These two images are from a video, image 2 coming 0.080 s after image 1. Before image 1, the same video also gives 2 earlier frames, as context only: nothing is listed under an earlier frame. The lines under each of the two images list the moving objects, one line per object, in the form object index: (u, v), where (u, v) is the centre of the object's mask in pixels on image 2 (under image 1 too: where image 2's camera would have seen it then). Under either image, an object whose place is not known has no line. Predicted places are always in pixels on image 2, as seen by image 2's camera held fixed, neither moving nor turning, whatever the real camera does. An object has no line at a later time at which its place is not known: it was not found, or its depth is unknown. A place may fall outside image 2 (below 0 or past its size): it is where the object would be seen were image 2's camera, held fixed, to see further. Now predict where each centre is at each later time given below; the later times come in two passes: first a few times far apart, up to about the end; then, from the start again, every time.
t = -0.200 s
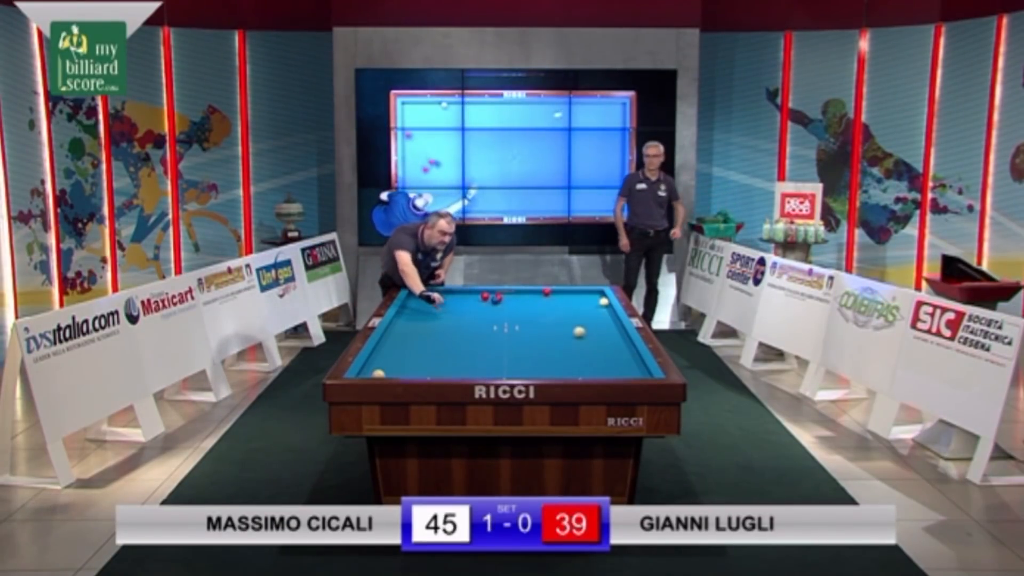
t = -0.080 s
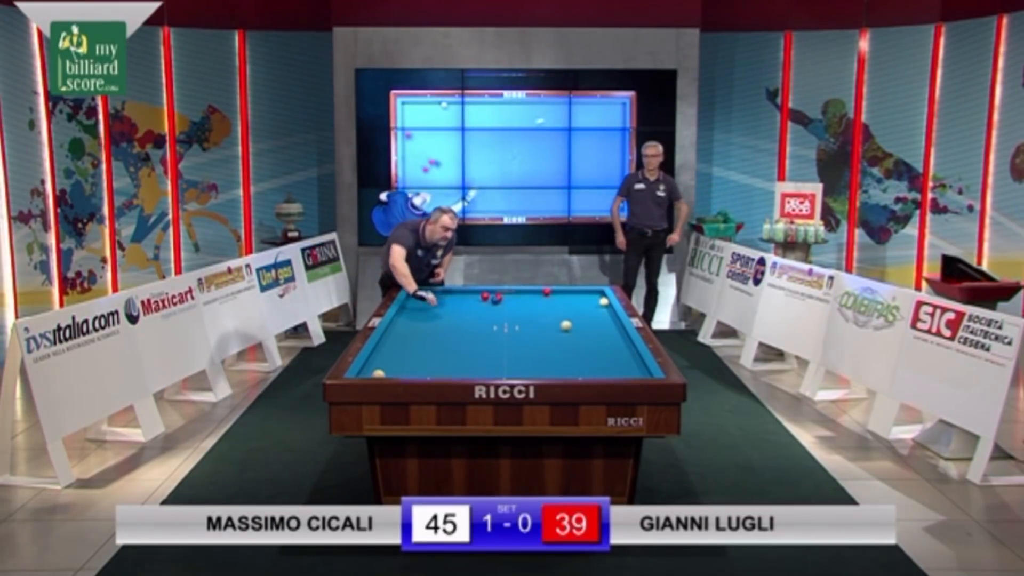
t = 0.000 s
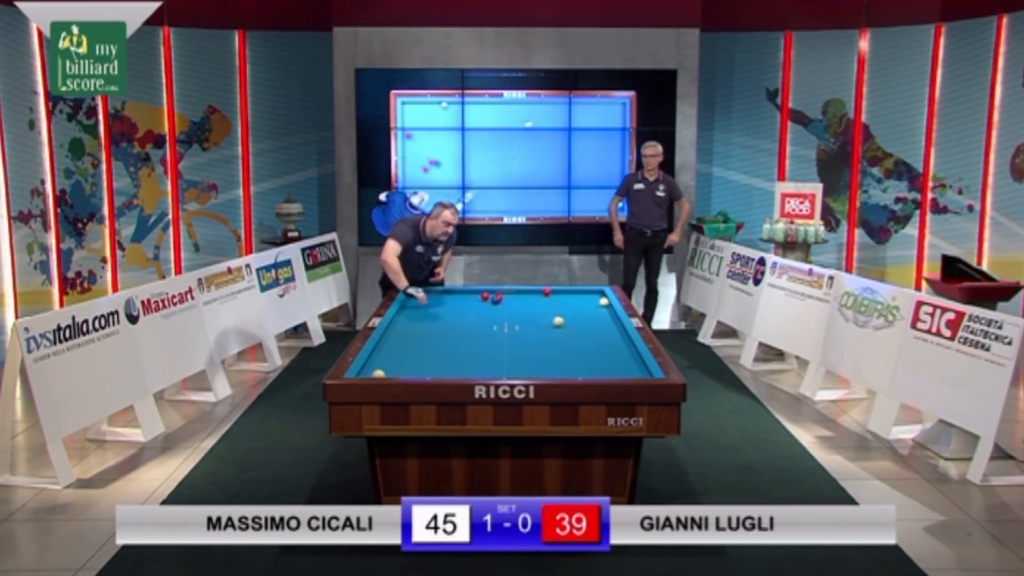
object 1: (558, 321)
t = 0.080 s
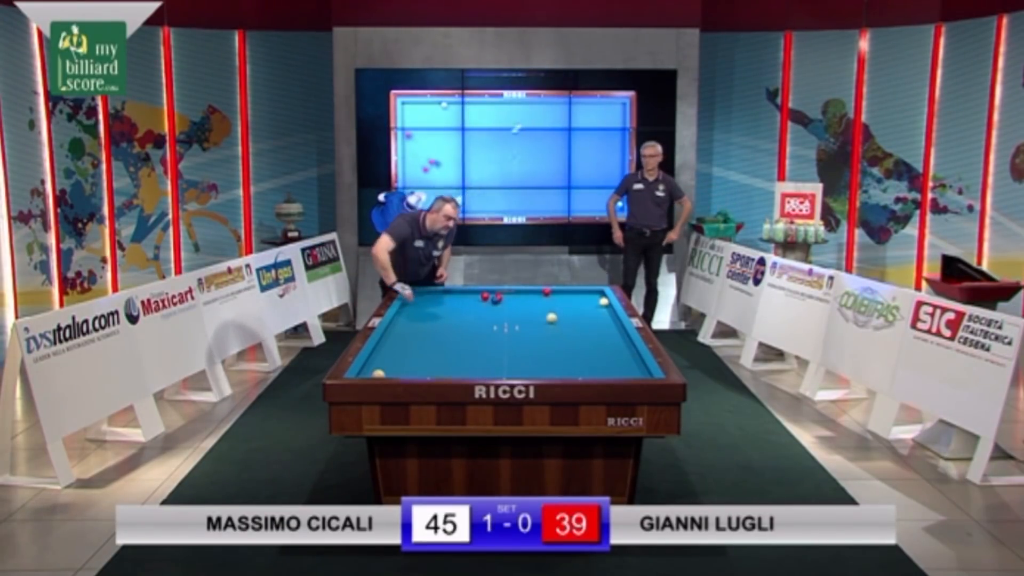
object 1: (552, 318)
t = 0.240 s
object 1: (539, 311)
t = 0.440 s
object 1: (524, 303)
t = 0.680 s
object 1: (509, 295)
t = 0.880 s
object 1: (496, 291)
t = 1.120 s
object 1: (475, 295)
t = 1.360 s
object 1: (455, 295)
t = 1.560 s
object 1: (438, 295)
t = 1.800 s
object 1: (418, 295)
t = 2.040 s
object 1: (417, 295)
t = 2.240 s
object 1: (424, 295)
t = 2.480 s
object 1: (432, 296)
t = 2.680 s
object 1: (438, 296)
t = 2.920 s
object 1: (444, 297)
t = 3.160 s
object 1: (451, 297)
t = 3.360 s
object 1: (456, 297)
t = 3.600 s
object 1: (462, 297)
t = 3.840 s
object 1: (468, 298)
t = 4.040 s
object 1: (473, 298)
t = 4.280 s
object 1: (478, 298)
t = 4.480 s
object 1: (482, 298)
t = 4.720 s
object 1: (487, 299)
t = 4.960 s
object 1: (489, 299)
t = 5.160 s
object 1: (491, 299)
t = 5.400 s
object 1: (492, 299)
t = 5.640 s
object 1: (492, 299)
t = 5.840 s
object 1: (492, 299)
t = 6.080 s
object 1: (492, 299)
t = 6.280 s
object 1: (492, 299)
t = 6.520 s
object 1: (492, 299)
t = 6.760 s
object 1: (492, 299)
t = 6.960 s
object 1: (492, 299)
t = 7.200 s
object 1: (492, 299)
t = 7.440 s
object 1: (492, 299)
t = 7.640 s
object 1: (492, 299)
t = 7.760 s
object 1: (492, 299)
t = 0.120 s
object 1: (548, 316)
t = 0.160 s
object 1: (545, 314)
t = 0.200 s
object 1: (542, 313)
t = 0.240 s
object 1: (539, 311)
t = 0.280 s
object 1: (536, 310)
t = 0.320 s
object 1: (533, 308)
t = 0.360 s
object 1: (530, 306)
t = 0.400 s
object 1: (527, 305)
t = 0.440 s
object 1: (524, 303)
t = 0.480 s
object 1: (522, 302)
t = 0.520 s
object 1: (519, 301)
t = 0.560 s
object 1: (516, 299)
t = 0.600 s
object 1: (514, 298)
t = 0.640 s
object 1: (511, 297)
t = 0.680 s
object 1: (509, 295)
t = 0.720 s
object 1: (507, 294)
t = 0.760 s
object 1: (504, 292)
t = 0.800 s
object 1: (502, 291)
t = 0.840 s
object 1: (499, 290)
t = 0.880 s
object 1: (496, 291)
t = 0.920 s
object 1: (492, 292)
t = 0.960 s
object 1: (490, 292)
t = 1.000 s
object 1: (487, 292)
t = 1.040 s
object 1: (481, 293)
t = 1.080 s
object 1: (478, 295)
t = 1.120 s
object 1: (475, 295)
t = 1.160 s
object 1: (472, 295)
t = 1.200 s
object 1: (468, 295)
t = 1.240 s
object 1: (465, 295)
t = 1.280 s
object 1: (461, 295)
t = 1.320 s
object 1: (458, 295)
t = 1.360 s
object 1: (455, 295)
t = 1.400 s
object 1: (451, 295)
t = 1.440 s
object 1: (448, 295)
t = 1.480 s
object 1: (445, 295)
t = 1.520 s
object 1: (441, 295)
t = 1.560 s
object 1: (438, 295)
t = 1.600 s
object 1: (434, 295)
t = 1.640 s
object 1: (431, 295)
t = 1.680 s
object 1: (428, 295)
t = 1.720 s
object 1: (424, 295)
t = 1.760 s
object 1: (421, 295)
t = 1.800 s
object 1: (418, 295)
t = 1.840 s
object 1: (415, 295)
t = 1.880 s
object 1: (411, 295)
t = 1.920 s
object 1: (411, 295)
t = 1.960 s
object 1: (413, 295)
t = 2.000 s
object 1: (415, 295)
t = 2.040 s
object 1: (417, 295)
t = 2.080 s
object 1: (419, 295)
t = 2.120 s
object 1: (420, 295)
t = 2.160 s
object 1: (422, 295)
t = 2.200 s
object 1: (423, 295)
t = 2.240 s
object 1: (424, 295)
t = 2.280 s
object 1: (425, 295)
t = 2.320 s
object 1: (427, 295)
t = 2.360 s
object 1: (428, 295)
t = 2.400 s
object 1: (429, 295)
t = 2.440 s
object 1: (430, 296)
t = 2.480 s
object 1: (432, 296)
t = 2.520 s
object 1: (433, 296)
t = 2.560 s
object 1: (434, 296)
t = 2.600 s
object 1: (435, 296)
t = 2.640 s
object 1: (436, 296)
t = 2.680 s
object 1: (438, 296)
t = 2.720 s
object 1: (439, 296)
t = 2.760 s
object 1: (440, 296)
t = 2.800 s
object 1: (441, 296)
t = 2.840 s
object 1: (442, 296)
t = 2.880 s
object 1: (443, 296)
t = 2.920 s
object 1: (444, 297)
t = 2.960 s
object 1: (445, 297)
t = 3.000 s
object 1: (446, 297)
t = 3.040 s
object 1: (448, 297)
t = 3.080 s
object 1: (449, 297)
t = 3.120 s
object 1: (450, 297)
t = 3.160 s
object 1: (451, 297)
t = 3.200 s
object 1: (452, 297)
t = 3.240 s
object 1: (453, 297)
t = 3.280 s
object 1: (454, 297)
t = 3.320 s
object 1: (455, 297)
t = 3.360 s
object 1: (456, 297)
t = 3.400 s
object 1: (457, 297)
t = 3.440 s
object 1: (458, 297)
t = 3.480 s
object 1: (459, 297)
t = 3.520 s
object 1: (460, 297)
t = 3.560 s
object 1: (461, 297)
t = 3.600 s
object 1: (462, 297)
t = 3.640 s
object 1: (463, 298)
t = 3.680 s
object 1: (464, 298)
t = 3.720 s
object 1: (465, 298)
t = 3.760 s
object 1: (466, 298)
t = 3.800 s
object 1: (467, 298)
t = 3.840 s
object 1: (468, 298)
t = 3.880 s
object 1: (469, 298)
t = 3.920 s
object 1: (470, 298)
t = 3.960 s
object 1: (471, 298)
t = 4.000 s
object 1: (472, 298)
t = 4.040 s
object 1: (473, 298)
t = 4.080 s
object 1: (474, 298)
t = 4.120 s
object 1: (475, 298)
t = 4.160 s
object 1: (475, 298)
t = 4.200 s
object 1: (476, 298)
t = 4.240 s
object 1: (477, 298)
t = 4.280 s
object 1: (478, 298)
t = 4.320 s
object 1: (479, 298)
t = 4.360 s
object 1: (480, 298)
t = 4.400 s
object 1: (481, 298)
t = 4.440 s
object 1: (481, 299)
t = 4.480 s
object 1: (482, 298)
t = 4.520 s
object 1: (483, 299)
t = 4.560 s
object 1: (484, 299)
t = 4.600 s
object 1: (485, 299)
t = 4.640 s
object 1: (485, 299)
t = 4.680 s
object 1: (486, 299)
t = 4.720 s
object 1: (487, 299)
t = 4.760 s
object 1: (487, 299)
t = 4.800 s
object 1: (488, 299)
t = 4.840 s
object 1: (488, 299)
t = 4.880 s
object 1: (489, 299)
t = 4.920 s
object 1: (489, 299)
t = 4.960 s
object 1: (489, 299)
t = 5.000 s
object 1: (490, 299)
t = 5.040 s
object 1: (490, 299)
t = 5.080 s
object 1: (490, 299)
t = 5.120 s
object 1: (491, 299)
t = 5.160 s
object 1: (491, 299)
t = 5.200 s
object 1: (491, 299)
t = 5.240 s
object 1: (491, 299)
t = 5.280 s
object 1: (491, 299)
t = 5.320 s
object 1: (491, 299)
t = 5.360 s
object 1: (491, 299)
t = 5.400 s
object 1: (492, 299)
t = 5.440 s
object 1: (492, 299)
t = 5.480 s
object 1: (492, 299)
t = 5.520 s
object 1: (492, 299)
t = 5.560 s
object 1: (492, 299)
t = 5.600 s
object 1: (492, 299)
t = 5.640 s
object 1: (492, 299)
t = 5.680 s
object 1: (492, 299)
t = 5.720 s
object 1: (492, 299)
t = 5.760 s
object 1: (492, 299)
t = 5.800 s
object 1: (492, 299)
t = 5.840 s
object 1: (492, 299)
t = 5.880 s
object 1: (492, 299)
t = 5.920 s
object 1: (492, 299)
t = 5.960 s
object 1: (492, 299)
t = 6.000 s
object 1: (492, 299)
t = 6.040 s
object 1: (492, 299)
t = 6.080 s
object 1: (492, 299)
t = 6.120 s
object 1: (492, 299)
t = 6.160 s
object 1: (492, 299)
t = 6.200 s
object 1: (492, 299)
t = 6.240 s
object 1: (492, 299)
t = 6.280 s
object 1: (492, 299)
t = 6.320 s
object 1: (492, 299)
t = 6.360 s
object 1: (492, 299)
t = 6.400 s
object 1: (492, 299)
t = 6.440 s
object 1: (492, 299)
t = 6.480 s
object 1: (492, 299)
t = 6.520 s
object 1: (492, 299)
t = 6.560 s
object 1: (492, 299)
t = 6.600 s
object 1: (492, 299)
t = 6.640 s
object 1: (492, 299)
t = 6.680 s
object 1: (492, 299)
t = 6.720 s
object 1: (492, 299)
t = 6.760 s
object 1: (492, 299)
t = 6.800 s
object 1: (492, 299)
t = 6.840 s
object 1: (492, 299)
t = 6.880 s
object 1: (492, 299)
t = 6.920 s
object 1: (492, 299)
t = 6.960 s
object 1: (492, 299)
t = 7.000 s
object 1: (492, 299)
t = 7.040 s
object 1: (492, 299)
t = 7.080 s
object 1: (492, 299)
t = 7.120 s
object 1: (492, 299)
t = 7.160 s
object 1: (492, 299)
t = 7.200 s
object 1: (492, 299)
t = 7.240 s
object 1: (492, 299)
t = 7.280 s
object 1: (492, 299)
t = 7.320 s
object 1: (492, 299)
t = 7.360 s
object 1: (492, 299)
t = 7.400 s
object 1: (492, 299)
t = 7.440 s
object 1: (492, 299)
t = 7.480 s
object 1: (492, 299)
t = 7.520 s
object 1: (492, 299)
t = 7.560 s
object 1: (492, 299)
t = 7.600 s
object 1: (492, 299)
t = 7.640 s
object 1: (492, 299)
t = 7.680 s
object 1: (492, 299)
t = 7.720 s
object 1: (492, 299)
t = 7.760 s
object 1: (492, 299)
